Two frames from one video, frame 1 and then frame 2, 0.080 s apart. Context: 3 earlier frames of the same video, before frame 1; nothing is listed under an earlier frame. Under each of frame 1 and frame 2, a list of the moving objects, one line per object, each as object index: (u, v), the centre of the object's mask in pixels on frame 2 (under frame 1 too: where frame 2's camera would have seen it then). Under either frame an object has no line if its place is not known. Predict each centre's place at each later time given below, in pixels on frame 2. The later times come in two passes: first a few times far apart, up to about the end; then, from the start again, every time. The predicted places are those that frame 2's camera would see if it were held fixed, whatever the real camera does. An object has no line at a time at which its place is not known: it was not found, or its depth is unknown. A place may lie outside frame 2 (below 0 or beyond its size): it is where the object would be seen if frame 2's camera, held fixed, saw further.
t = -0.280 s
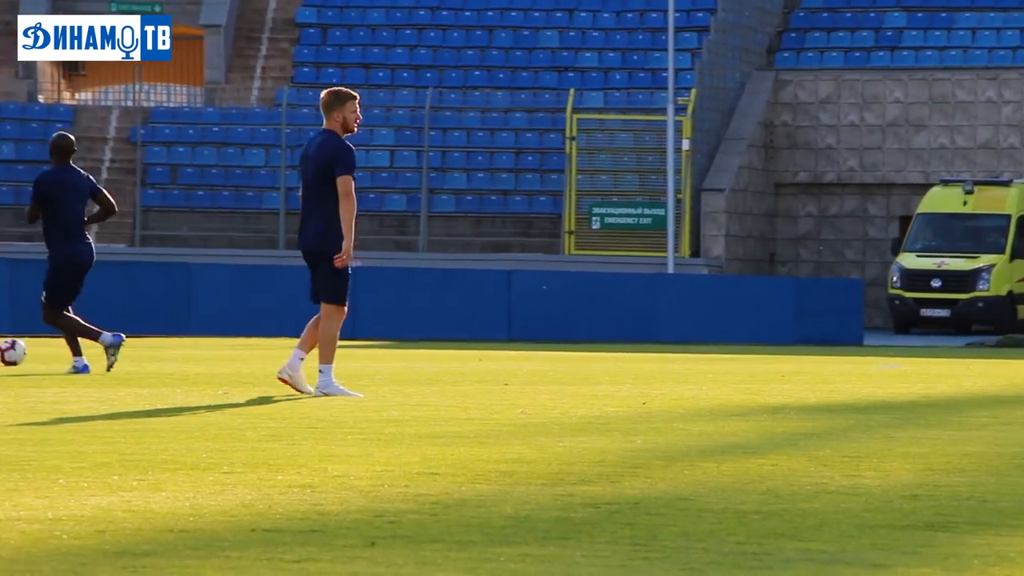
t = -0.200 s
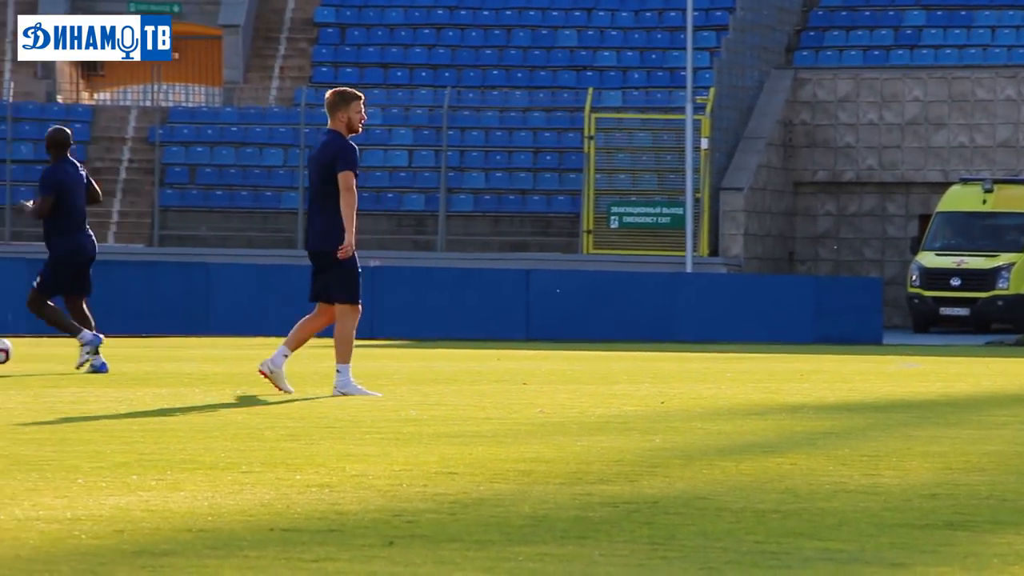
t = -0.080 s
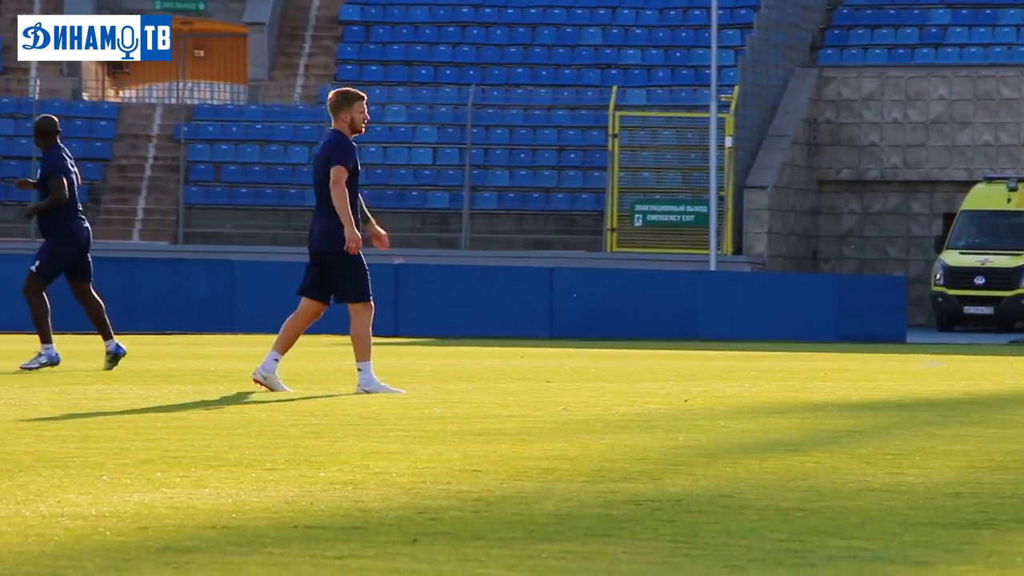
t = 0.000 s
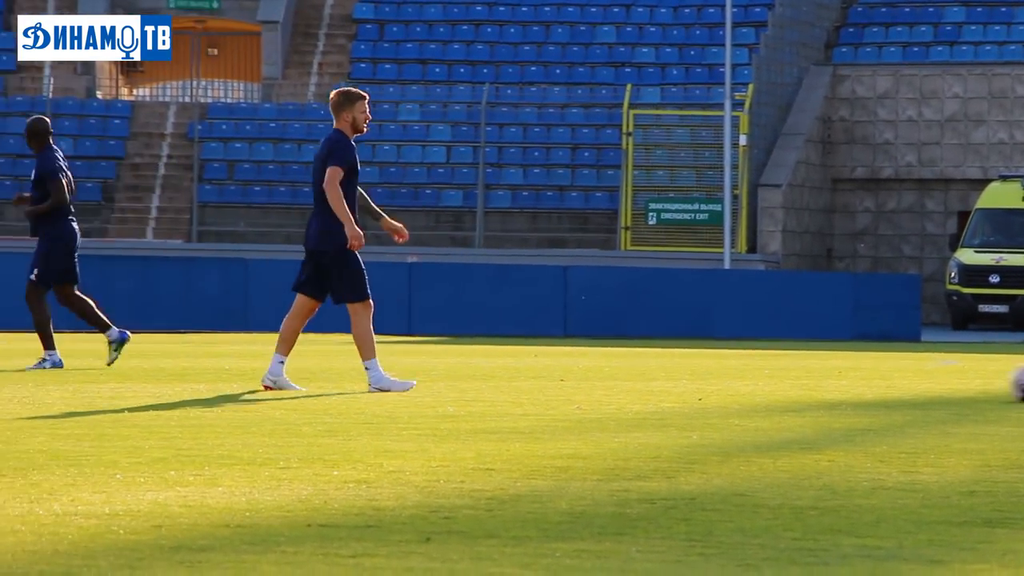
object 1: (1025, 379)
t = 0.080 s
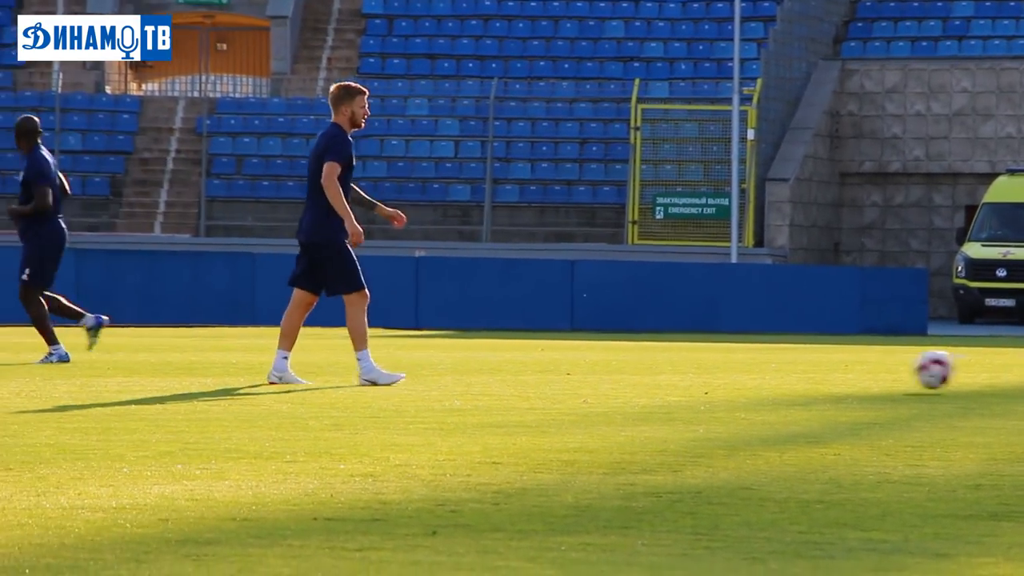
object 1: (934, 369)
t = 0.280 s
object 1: (693, 369)
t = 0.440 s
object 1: (515, 366)
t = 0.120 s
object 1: (884, 370)
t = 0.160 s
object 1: (834, 373)
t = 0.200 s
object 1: (786, 373)
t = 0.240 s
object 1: (739, 371)
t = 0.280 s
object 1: (693, 369)
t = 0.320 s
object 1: (648, 369)
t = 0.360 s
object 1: (602, 370)
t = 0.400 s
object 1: (557, 367)
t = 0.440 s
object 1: (515, 366)
